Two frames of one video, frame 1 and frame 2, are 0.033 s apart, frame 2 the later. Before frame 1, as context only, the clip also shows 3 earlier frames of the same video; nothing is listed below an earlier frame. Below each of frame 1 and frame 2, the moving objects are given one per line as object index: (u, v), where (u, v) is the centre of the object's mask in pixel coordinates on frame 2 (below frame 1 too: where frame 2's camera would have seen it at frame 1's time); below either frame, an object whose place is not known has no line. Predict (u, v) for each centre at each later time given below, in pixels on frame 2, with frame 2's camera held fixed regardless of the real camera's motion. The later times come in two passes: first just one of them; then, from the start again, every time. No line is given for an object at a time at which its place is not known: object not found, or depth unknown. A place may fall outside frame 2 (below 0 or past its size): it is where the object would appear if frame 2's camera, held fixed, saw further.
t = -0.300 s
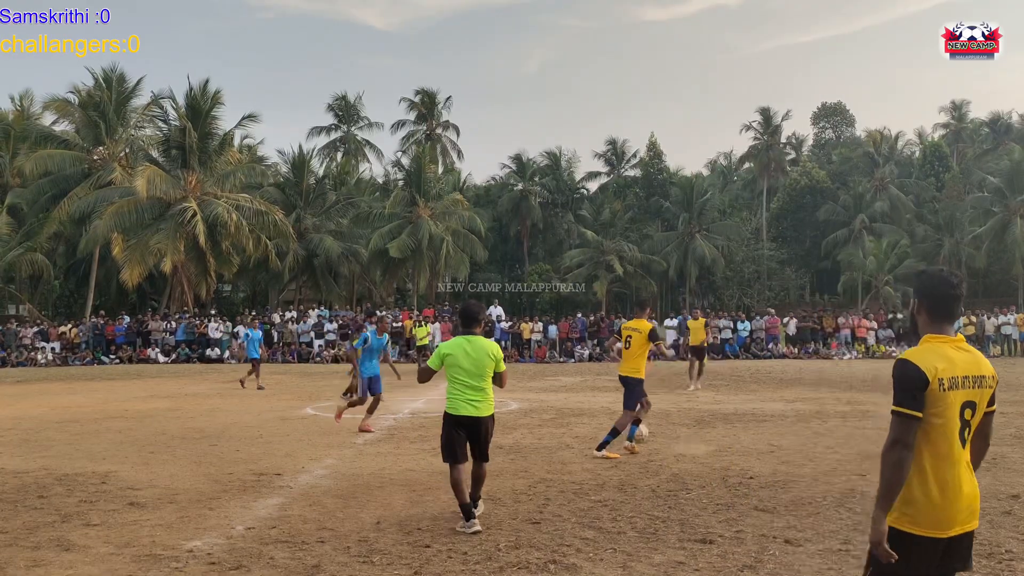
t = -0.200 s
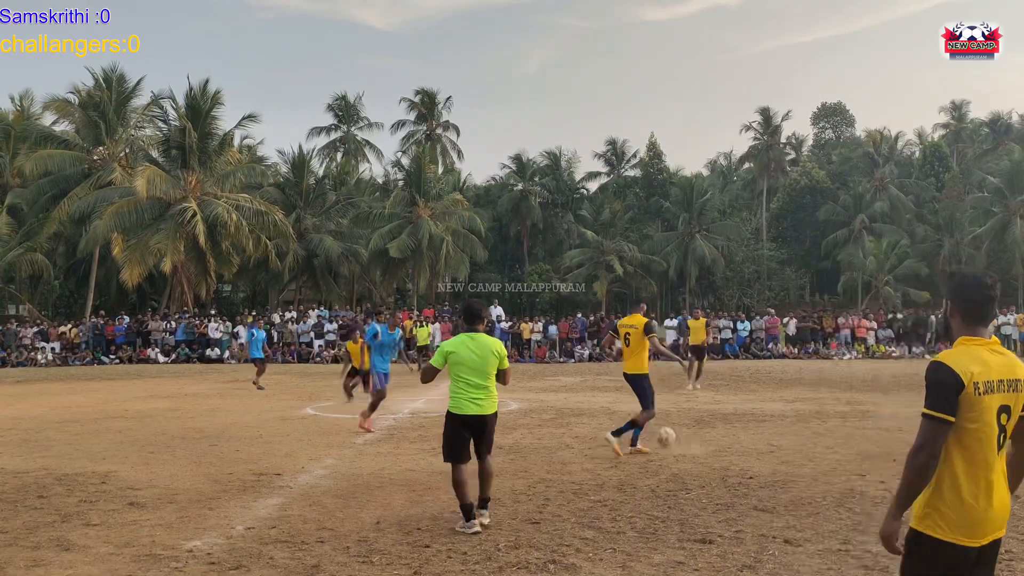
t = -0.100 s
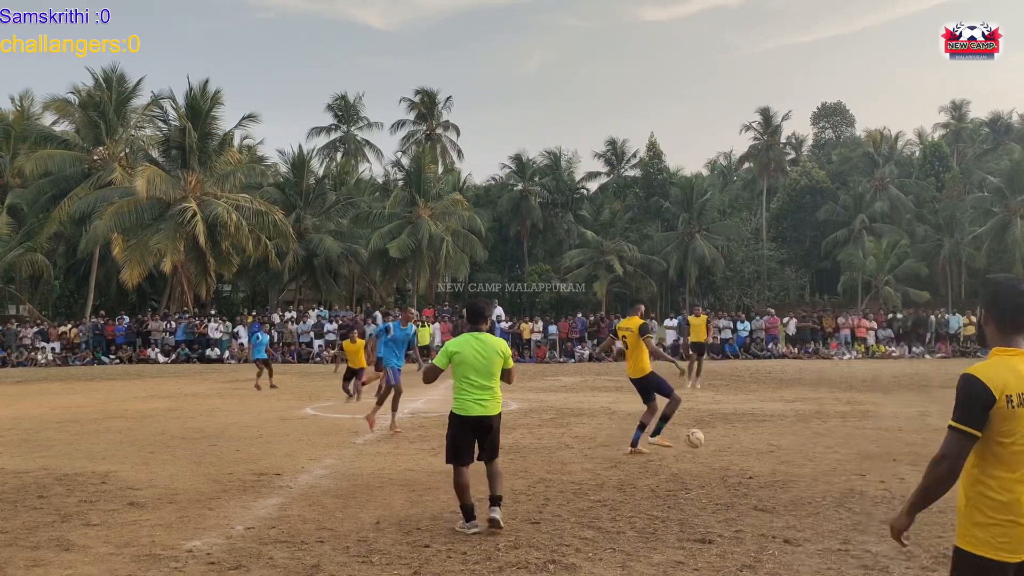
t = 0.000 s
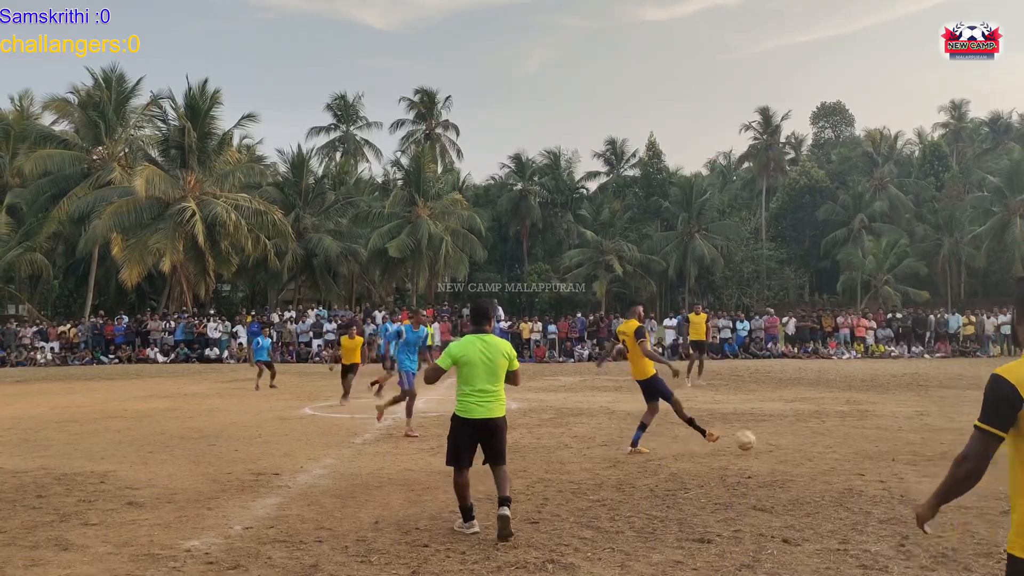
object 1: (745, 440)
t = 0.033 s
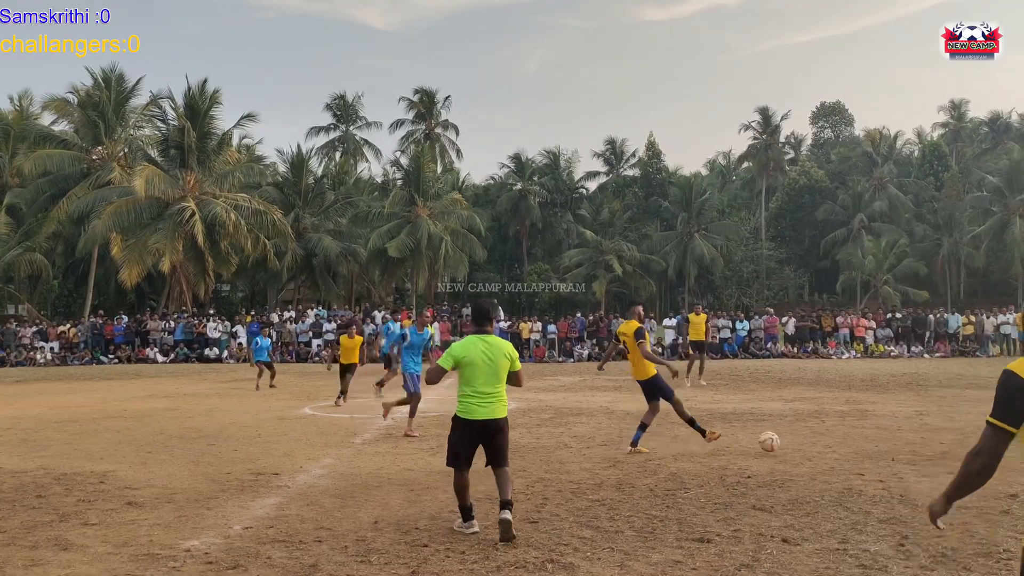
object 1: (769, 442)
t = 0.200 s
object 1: (883, 448)
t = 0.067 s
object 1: (793, 444)
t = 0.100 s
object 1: (818, 447)
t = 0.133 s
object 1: (839, 446)
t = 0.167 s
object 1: (861, 446)
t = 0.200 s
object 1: (883, 448)
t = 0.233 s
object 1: (903, 448)
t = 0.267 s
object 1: (922, 446)
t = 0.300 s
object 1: (942, 446)
